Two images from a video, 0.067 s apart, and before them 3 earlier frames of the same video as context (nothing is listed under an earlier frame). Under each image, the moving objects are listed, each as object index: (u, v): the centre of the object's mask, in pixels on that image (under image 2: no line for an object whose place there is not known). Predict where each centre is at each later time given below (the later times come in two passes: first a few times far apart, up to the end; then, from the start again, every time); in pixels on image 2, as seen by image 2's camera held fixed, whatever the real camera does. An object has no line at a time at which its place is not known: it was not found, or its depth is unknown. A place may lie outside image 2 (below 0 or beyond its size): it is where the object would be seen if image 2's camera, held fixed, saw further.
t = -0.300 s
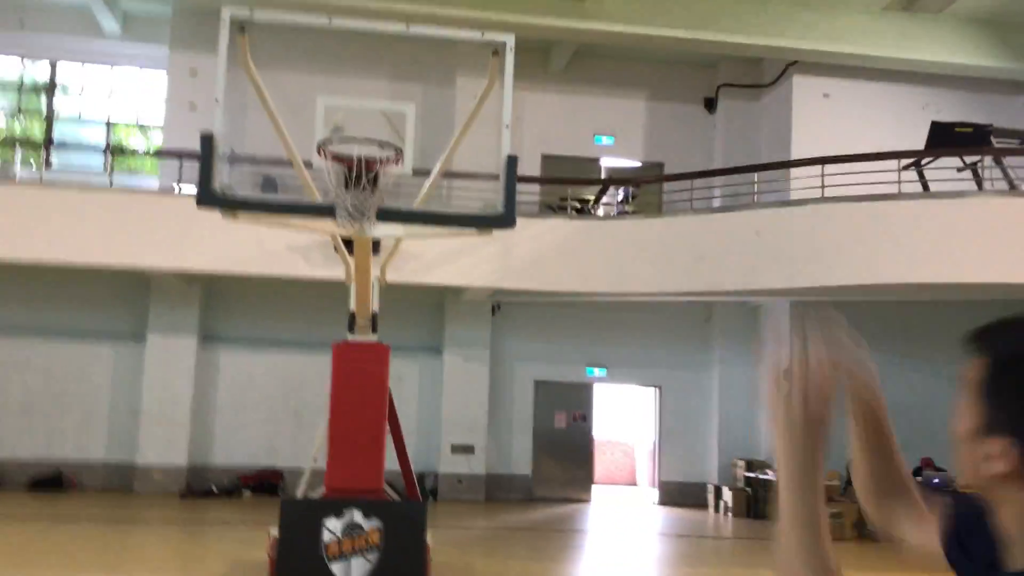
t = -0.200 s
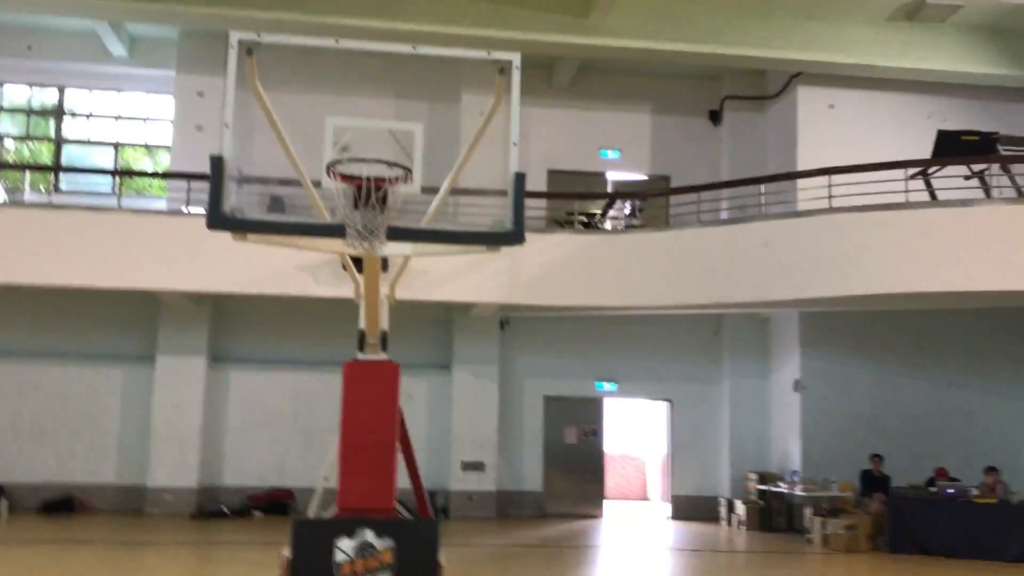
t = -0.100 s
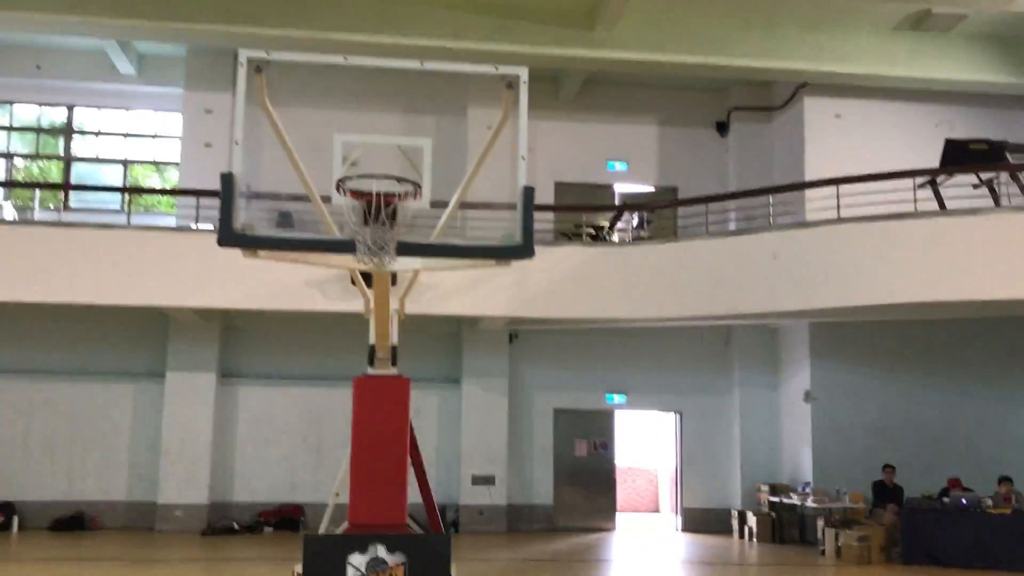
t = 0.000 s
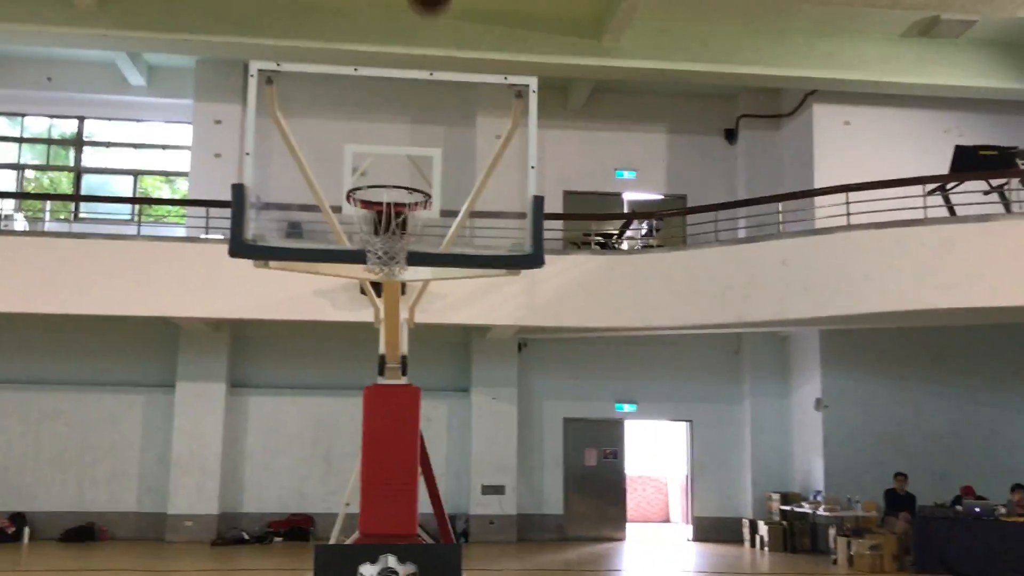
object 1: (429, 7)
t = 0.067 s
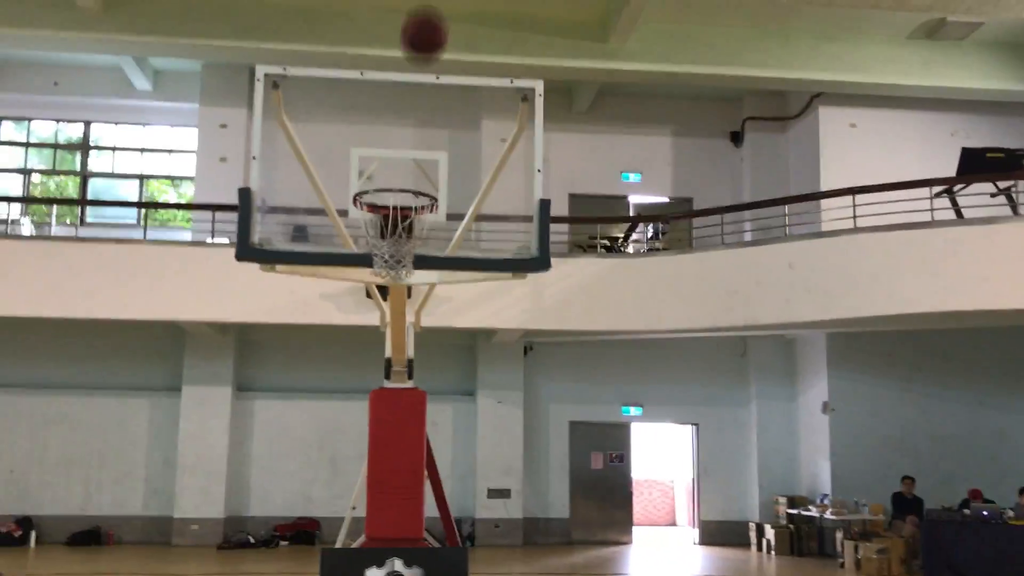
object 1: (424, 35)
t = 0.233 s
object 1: (398, 159)
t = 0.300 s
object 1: (387, 216)
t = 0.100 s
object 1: (418, 57)
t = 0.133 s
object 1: (412, 83)
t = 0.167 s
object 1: (408, 108)
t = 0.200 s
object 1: (402, 133)
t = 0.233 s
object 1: (398, 159)
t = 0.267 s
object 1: (393, 182)
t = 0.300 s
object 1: (387, 216)
